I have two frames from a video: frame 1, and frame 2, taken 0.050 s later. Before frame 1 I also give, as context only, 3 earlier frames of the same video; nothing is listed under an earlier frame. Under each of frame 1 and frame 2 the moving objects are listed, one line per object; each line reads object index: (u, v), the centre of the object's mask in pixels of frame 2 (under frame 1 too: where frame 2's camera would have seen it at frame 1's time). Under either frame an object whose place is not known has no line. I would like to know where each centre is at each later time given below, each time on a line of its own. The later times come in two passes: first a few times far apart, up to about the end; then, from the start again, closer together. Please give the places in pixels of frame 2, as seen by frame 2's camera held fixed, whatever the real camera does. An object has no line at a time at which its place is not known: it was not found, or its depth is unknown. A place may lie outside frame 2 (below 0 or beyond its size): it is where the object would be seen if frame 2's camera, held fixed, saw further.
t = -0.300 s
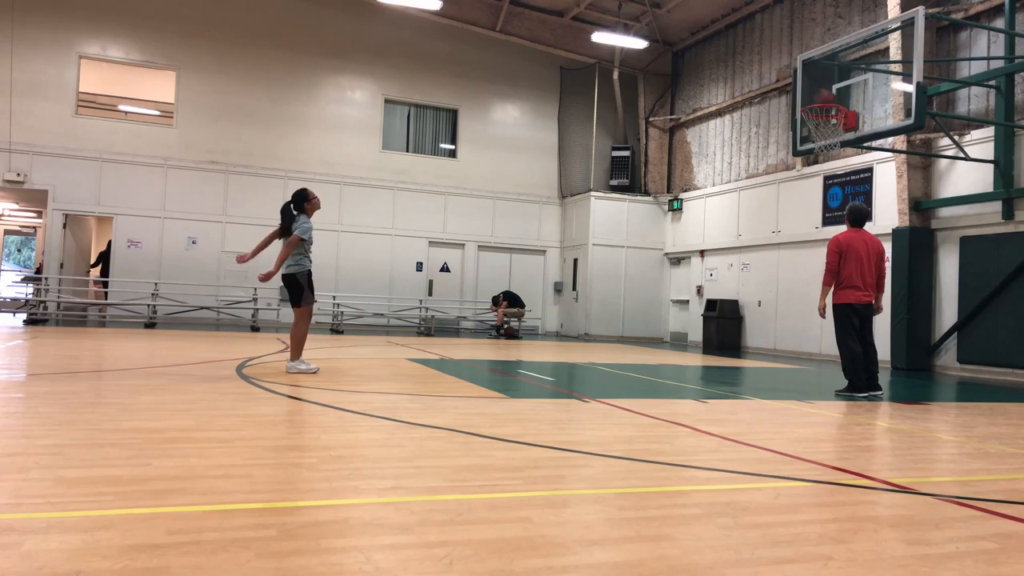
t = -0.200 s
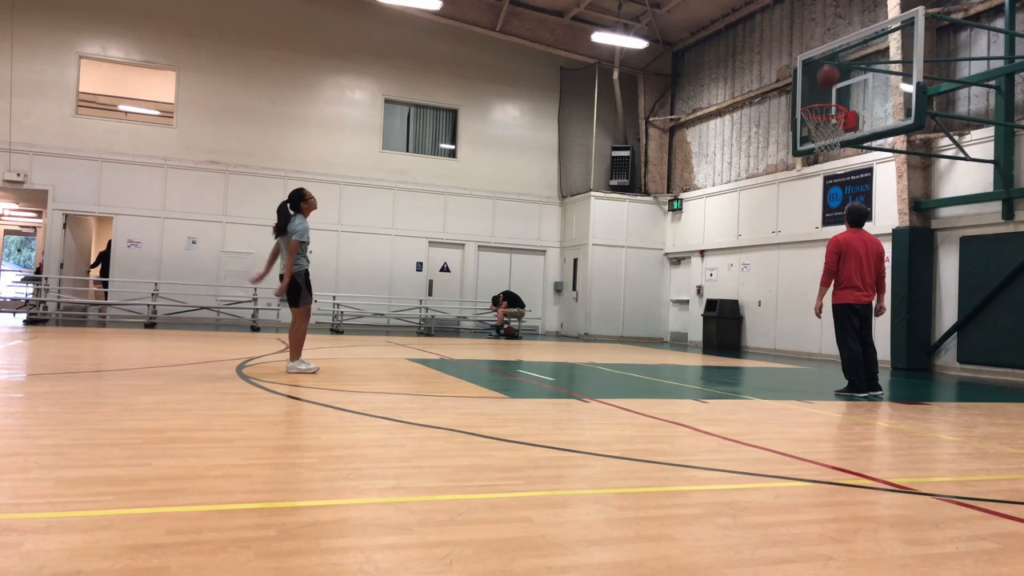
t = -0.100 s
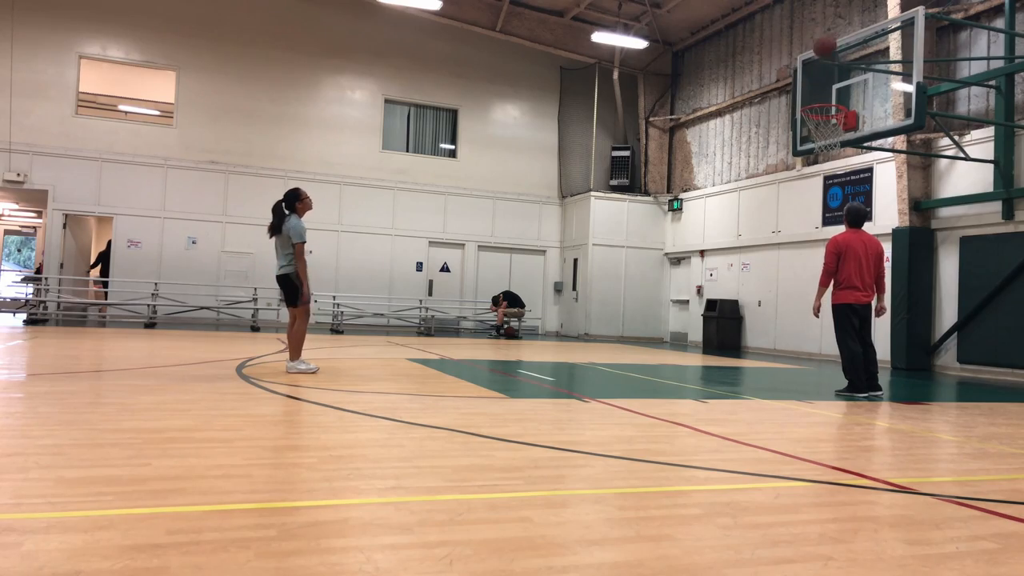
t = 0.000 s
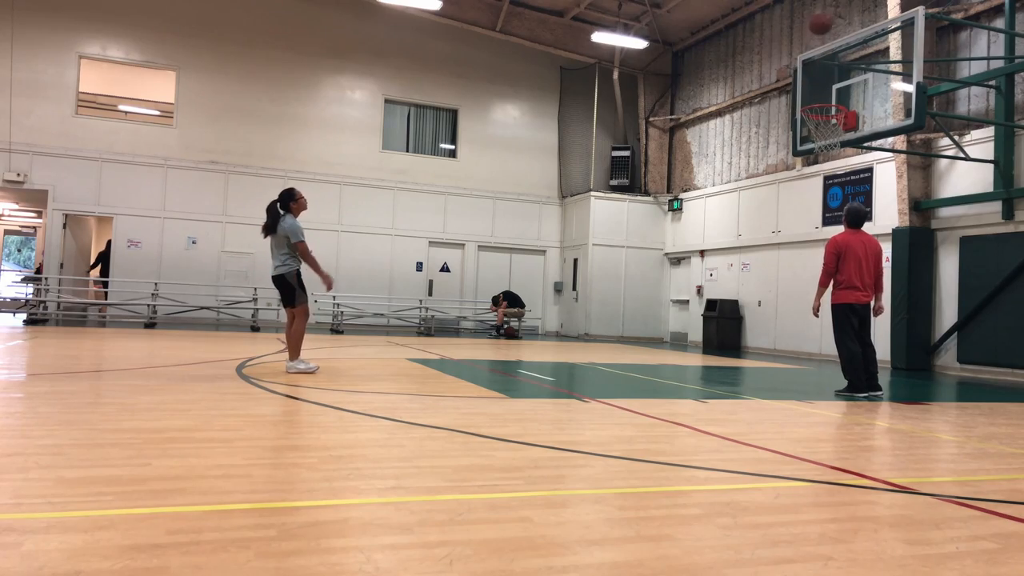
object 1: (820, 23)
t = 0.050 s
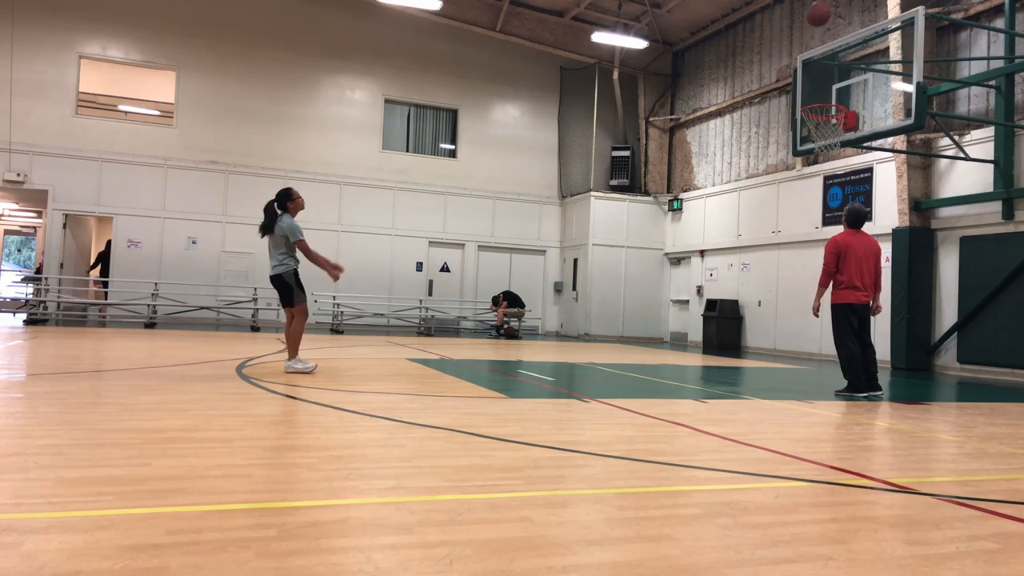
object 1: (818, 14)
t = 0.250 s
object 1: (807, 6)
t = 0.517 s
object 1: (789, 52)
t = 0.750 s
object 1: (766, 183)
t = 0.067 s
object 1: (817, 12)
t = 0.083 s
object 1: (817, 10)
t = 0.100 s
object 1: (816, 9)
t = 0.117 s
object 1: (815, 8)
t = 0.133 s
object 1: (813, 7)
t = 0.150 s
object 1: (813, 7)
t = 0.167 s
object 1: (812, 7)
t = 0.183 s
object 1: (811, 6)
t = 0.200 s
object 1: (810, 6)
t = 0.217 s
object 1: (809, 6)
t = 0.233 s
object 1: (807, 6)
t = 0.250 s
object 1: (807, 6)
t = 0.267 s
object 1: (806, 7)
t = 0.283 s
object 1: (805, 7)
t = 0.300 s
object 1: (804, 8)
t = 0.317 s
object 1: (803, 9)
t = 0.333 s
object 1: (802, 10)
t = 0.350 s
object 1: (801, 11)
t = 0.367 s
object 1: (800, 13)
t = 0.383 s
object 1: (799, 15)
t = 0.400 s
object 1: (798, 19)
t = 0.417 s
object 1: (797, 23)
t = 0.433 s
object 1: (795, 27)
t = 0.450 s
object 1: (794, 31)
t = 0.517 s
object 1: (789, 52)
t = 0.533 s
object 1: (787, 59)
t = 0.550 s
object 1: (786, 65)
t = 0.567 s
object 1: (784, 74)
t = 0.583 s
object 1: (783, 80)
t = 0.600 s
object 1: (781, 88)
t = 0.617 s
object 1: (779, 96)
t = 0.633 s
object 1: (778, 105)
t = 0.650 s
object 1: (776, 115)
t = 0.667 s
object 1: (775, 125)
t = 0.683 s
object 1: (773, 136)
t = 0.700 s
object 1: (771, 147)
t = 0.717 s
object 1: (769, 159)
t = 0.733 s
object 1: (768, 170)
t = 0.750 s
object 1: (766, 183)
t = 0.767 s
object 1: (764, 196)
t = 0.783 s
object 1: (762, 210)
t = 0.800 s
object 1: (760, 223)
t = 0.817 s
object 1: (757, 238)
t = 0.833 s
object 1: (756, 254)
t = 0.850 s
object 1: (753, 270)
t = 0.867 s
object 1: (751, 286)
